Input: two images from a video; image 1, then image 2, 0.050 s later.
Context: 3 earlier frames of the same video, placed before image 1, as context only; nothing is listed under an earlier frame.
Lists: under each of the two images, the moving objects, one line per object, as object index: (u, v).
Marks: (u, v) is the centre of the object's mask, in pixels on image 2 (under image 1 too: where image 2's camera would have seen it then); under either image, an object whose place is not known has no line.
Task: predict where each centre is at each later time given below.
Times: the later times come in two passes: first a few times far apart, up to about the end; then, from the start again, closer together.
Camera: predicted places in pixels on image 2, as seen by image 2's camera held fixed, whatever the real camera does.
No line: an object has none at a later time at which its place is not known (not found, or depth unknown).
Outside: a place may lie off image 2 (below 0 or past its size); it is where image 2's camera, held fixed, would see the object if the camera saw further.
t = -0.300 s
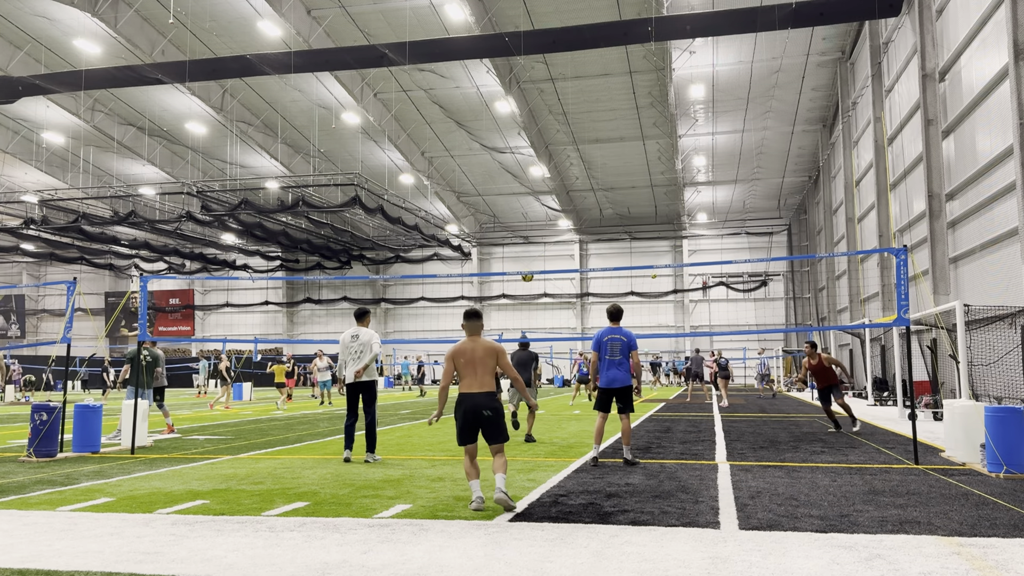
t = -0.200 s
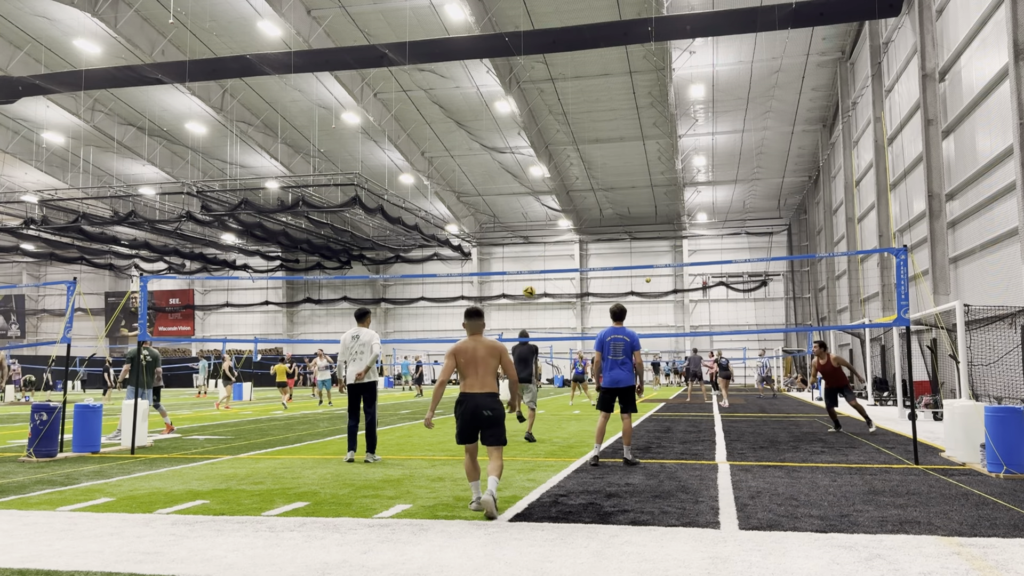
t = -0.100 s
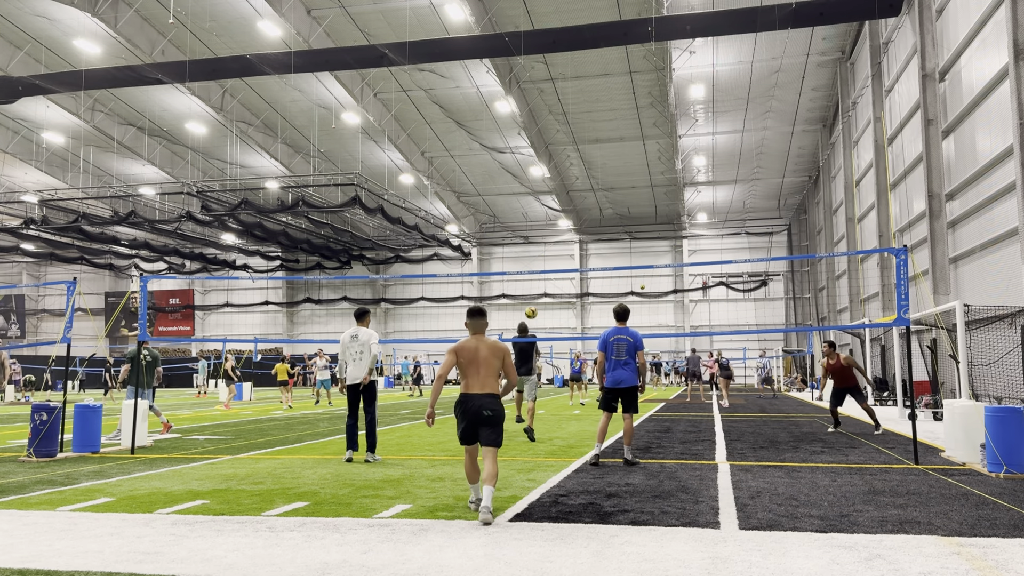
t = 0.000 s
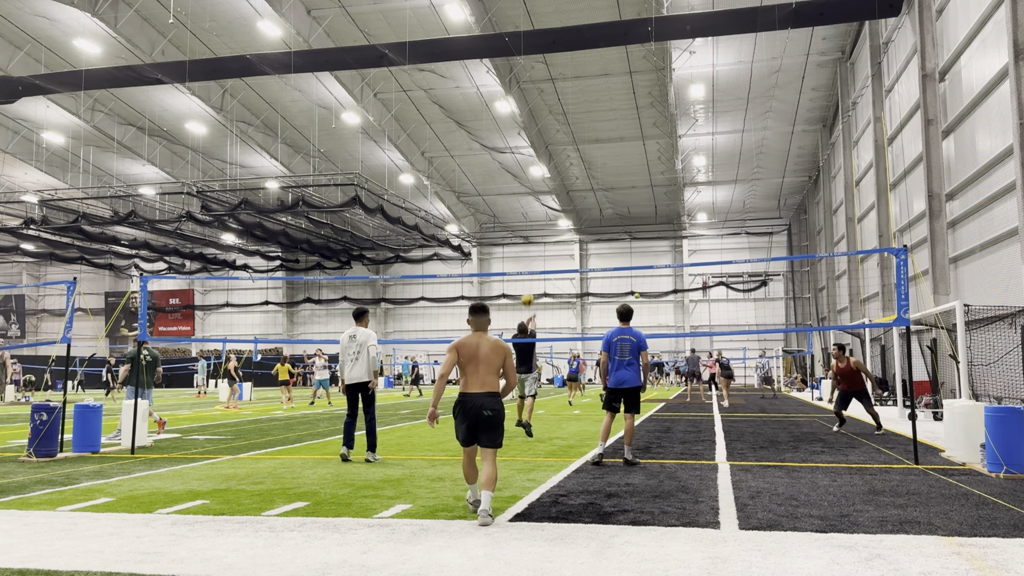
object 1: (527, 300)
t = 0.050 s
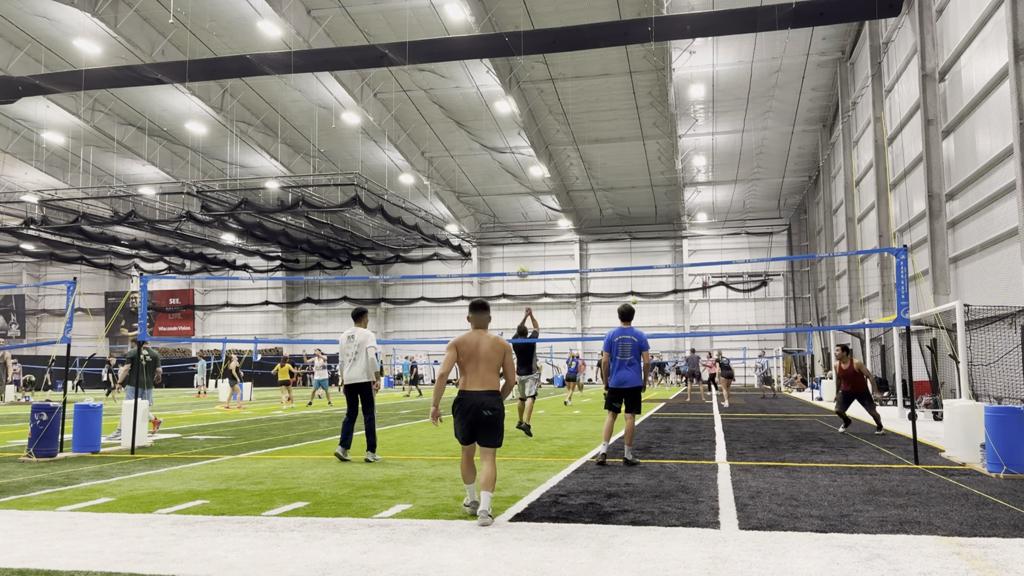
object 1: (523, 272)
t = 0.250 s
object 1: (502, 179)
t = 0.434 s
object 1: (486, 115)
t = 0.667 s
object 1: (464, 61)
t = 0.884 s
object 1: (444, 40)
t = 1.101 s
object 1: (424, 48)
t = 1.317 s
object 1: (403, 88)
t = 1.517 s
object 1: (384, 154)
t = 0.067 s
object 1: (521, 263)
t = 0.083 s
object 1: (519, 256)
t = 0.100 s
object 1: (517, 246)
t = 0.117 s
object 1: (516, 238)
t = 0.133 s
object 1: (514, 230)
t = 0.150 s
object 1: (512, 223)
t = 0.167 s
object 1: (510, 215)
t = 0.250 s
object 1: (502, 179)
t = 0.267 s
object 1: (501, 172)
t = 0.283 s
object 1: (499, 166)
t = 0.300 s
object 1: (498, 160)
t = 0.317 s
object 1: (496, 154)
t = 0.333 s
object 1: (495, 148)
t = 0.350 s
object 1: (493, 143)
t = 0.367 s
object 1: (492, 136)
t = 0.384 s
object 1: (490, 131)
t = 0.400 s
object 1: (489, 125)
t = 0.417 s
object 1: (487, 120)
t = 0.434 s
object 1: (486, 115)
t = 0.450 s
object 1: (484, 110)
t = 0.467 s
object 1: (482, 105)
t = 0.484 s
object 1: (481, 101)
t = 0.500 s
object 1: (480, 97)
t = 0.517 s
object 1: (478, 93)
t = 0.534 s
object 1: (477, 89)
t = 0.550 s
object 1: (475, 85)
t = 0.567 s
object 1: (474, 81)
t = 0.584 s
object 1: (472, 77)
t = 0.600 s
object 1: (470, 74)
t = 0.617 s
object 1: (469, 71)
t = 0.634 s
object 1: (467, 67)
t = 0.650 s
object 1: (466, 64)
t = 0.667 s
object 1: (464, 61)
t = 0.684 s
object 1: (463, 58)
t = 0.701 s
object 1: (461, 56)
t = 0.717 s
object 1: (460, 54)
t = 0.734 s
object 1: (458, 52)
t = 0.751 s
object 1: (457, 50)
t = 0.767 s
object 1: (455, 48)
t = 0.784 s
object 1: (454, 46)
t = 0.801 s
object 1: (452, 45)
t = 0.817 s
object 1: (451, 43)
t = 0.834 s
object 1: (449, 42)
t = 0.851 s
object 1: (448, 41)
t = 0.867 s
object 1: (446, 41)
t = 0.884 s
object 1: (444, 40)
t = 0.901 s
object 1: (443, 40)
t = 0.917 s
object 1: (441, 39)
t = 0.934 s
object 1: (440, 39)
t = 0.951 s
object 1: (438, 40)
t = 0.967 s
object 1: (436, 40)
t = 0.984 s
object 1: (435, 40)
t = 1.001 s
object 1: (433, 41)
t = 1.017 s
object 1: (432, 41)
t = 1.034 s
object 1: (430, 43)
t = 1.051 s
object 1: (429, 44)
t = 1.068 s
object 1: (427, 45)
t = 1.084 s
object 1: (425, 47)
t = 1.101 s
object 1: (424, 48)
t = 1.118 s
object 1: (422, 50)
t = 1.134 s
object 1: (421, 52)
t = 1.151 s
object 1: (419, 55)
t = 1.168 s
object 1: (417, 57)
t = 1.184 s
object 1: (416, 60)
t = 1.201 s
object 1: (414, 62)
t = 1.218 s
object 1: (413, 65)
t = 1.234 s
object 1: (411, 69)
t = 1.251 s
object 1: (410, 72)
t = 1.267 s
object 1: (408, 75)
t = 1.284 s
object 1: (406, 79)
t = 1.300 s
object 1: (405, 84)
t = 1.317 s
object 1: (403, 88)
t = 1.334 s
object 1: (402, 92)
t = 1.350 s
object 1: (400, 97)
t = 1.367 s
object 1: (398, 102)
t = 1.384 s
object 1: (397, 107)
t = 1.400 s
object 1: (395, 112)
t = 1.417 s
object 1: (393, 117)
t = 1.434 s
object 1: (392, 123)
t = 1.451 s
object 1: (390, 129)
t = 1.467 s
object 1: (389, 134)
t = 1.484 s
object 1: (387, 141)
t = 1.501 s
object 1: (386, 147)
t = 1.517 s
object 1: (384, 154)
